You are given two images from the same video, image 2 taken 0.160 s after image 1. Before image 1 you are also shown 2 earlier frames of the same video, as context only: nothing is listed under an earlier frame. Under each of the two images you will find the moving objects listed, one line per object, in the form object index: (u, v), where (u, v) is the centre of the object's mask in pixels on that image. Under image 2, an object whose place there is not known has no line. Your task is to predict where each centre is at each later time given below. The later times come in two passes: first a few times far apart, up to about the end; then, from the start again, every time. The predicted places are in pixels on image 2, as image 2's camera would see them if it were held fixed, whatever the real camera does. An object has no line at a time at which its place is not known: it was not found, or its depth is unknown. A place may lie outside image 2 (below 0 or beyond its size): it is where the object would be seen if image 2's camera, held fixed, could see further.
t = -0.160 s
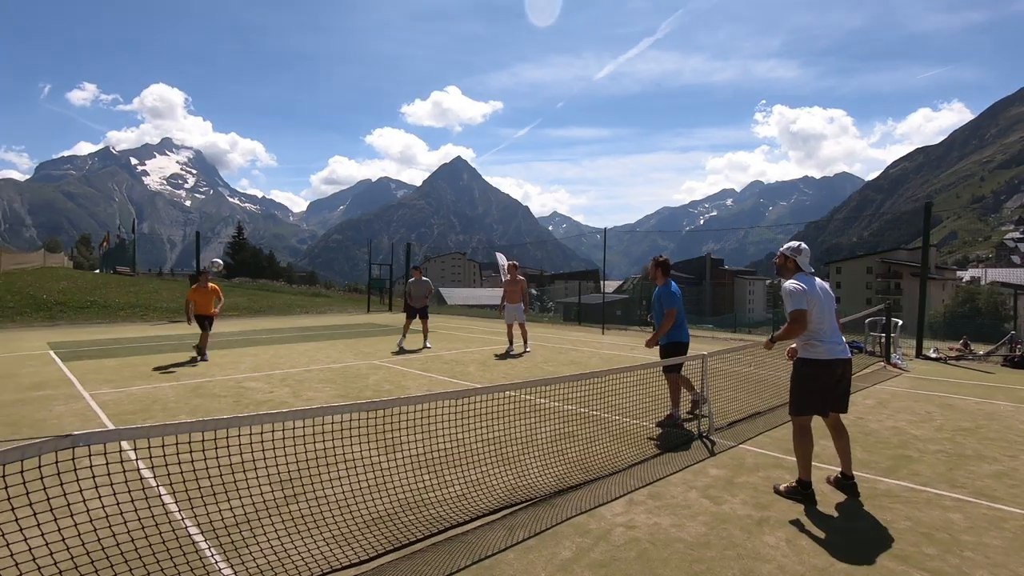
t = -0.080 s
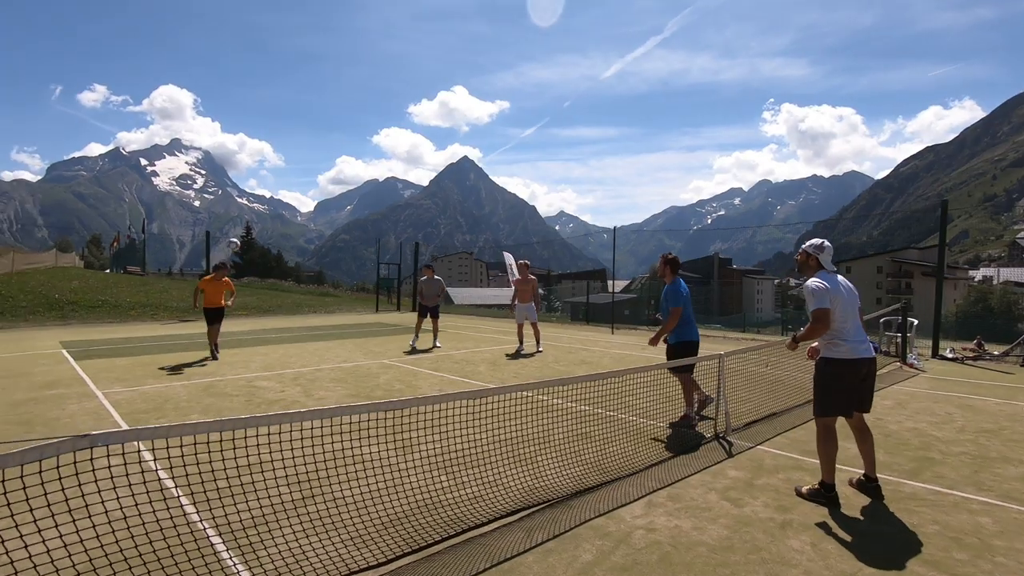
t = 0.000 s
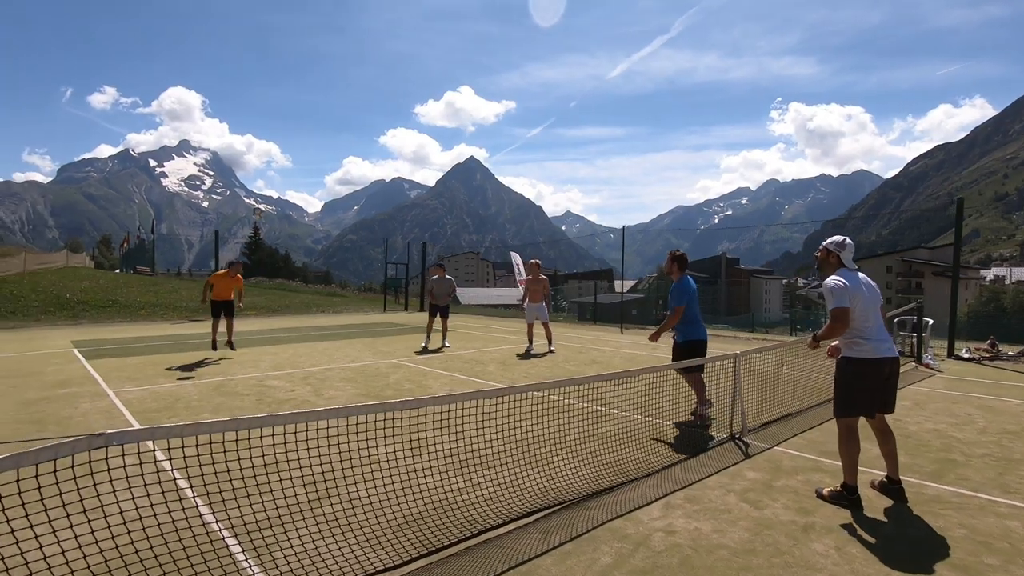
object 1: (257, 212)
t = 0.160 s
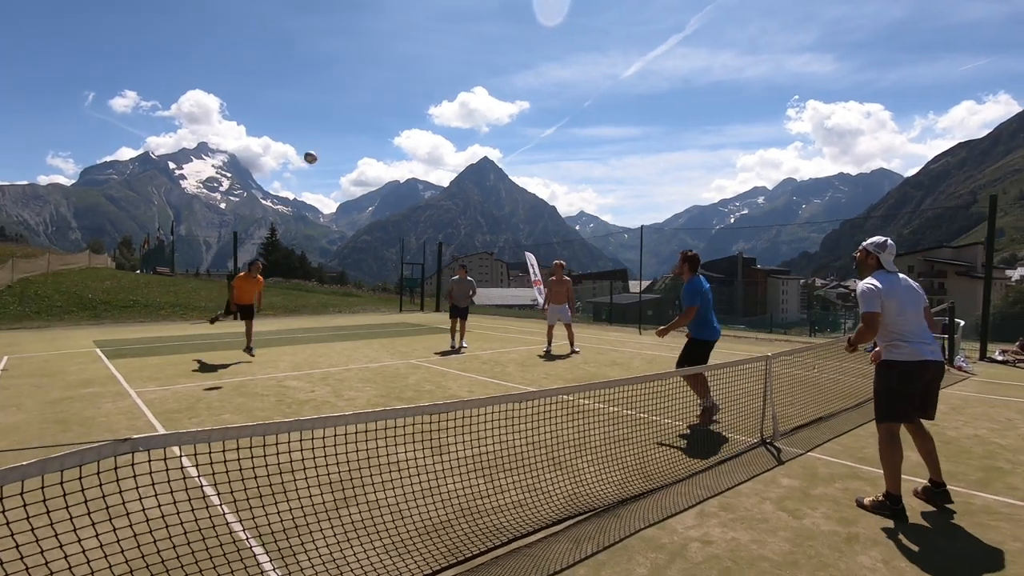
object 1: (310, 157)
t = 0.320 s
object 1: (344, 115)
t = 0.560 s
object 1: (394, 78)
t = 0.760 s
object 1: (438, 71)
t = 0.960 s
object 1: (484, 88)
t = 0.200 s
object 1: (319, 146)
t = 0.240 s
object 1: (327, 134)
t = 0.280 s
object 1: (336, 124)
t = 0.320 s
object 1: (344, 115)
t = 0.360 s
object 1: (352, 107)
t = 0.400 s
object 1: (361, 99)
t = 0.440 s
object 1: (369, 92)
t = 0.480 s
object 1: (377, 87)
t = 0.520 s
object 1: (386, 82)
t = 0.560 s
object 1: (394, 78)
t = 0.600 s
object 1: (403, 74)
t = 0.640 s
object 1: (411, 72)
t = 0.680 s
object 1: (420, 71)
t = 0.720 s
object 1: (429, 71)
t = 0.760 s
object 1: (438, 71)
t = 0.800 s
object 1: (447, 72)
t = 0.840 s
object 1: (456, 75)
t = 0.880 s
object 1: (465, 78)
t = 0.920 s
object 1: (475, 83)
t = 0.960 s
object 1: (484, 88)
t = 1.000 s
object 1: (493, 94)
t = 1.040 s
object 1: (502, 102)
